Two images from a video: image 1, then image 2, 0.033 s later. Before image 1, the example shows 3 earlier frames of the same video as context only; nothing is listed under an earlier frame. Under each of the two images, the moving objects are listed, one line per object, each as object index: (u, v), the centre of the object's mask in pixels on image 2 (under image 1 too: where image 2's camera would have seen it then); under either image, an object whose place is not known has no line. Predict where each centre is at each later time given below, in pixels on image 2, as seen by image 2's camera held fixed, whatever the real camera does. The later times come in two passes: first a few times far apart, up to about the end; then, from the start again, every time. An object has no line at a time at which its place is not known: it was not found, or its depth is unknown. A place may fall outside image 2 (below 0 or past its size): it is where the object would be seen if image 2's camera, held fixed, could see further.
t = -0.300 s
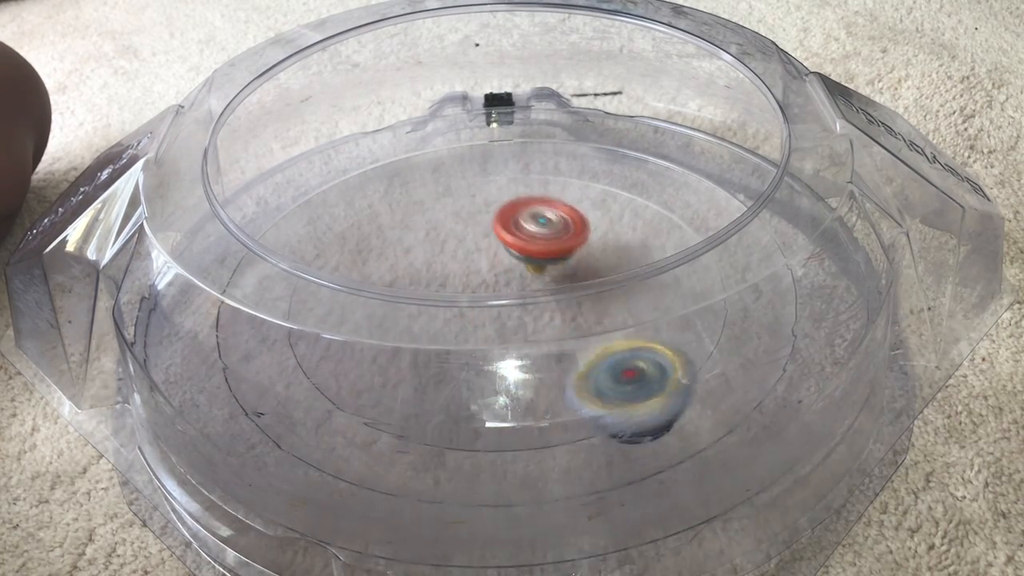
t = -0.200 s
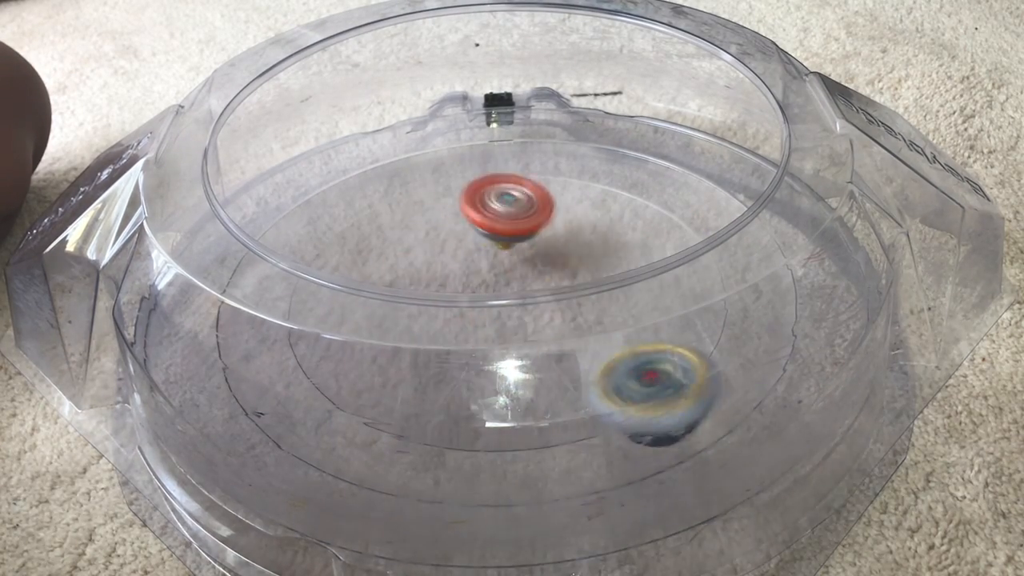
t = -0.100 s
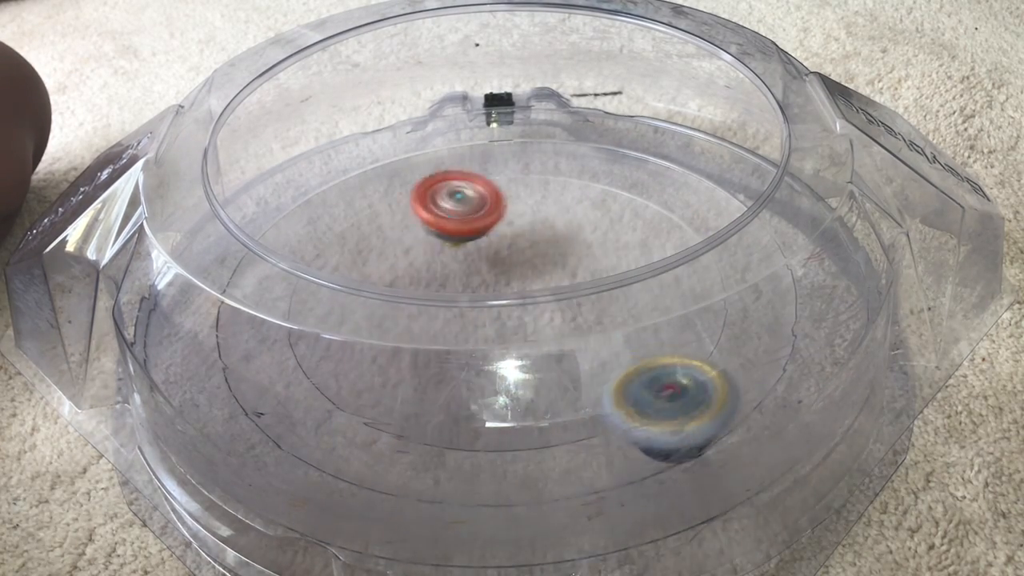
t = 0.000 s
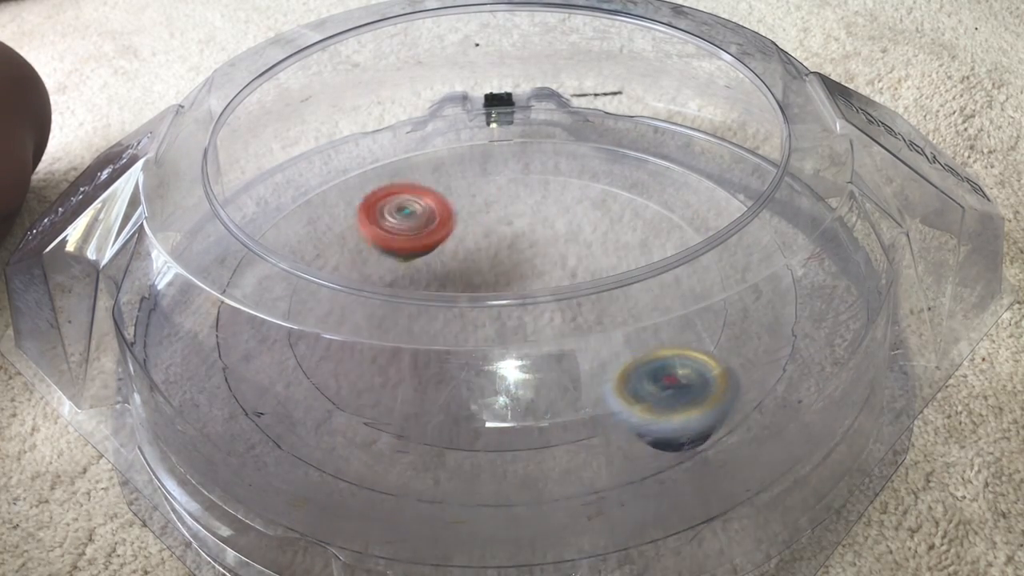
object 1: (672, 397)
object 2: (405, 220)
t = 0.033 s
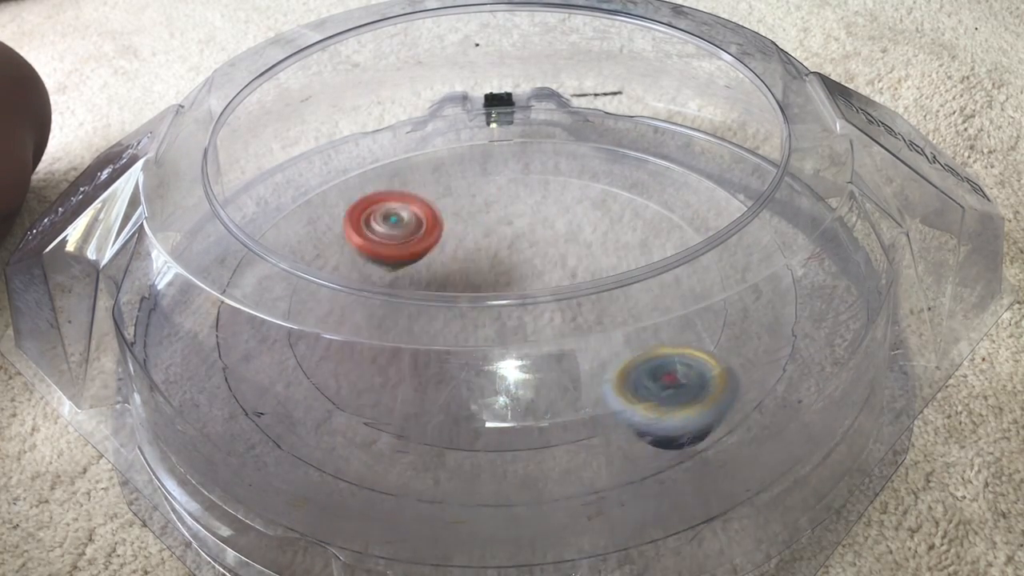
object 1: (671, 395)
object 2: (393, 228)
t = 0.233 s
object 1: (634, 408)
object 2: (434, 306)
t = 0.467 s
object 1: (554, 413)
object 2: (577, 276)
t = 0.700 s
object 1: (486, 403)
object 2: (533, 225)
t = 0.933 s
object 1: (525, 336)
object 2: (475, 271)
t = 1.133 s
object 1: (644, 310)
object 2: (418, 185)
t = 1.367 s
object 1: (531, 248)
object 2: (370, 217)
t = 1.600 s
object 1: (472, 286)
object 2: (322, 272)
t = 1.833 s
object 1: (540, 304)
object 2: (449, 339)
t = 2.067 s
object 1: (504, 230)
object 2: (562, 299)
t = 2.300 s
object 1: (438, 268)
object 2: (539, 242)
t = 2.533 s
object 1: (521, 330)
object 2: (475, 255)
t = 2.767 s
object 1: (629, 270)
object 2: (467, 282)
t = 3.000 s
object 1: (539, 231)
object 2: (521, 294)
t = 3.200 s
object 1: (429, 268)
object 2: (548, 286)
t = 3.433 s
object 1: (501, 352)
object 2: (518, 265)
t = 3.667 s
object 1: (605, 276)
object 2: (476, 284)
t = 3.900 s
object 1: (489, 218)
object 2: (499, 307)
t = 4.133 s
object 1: (381, 274)
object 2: (531, 284)
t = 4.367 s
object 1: (510, 341)
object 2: (497, 263)
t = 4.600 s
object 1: (626, 259)
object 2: (473, 272)
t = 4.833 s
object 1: (527, 202)
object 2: (512, 291)
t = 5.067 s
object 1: (413, 265)
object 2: (533, 265)
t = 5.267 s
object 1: (457, 350)
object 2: (508, 263)
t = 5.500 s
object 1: (615, 321)
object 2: (493, 288)
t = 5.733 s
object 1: (570, 232)
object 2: (526, 293)
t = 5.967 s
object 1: (424, 230)
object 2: (530, 279)
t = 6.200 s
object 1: (395, 327)
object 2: (490, 270)
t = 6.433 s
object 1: (549, 342)
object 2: (490, 285)
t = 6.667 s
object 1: (614, 248)
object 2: (515, 280)
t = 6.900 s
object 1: (519, 205)
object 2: (499, 268)
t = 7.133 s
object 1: (407, 251)
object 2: (498, 294)
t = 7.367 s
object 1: (450, 337)
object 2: (544, 291)
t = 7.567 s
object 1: (552, 331)
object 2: (556, 255)
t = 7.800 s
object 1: (528, 289)
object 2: (514, 219)
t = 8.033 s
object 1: (444, 312)
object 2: (467, 229)
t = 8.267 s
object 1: (487, 337)
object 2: (473, 263)
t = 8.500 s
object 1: (571, 350)
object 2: (524, 248)
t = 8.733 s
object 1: (549, 313)
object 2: (540, 241)
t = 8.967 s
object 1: (456, 312)
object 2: (532, 212)
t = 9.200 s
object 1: (420, 282)
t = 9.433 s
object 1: (398, 263)
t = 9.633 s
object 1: (431, 266)
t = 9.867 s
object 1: (503, 253)
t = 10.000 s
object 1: (524, 264)
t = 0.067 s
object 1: (668, 396)
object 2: (385, 237)
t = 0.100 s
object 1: (664, 398)
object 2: (384, 249)
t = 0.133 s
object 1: (658, 400)
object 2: (390, 259)
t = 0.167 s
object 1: (652, 402)
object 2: (401, 266)
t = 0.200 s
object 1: (643, 405)
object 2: (414, 289)
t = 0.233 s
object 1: (634, 408)
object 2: (434, 306)
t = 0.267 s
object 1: (624, 409)
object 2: (456, 309)
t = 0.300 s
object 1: (611, 411)
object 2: (480, 310)
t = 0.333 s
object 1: (602, 412)
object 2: (504, 312)
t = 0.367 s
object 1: (591, 413)
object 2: (529, 307)
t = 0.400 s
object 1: (580, 413)
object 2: (552, 301)
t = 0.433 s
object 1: (570, 414)
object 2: (566, 286)
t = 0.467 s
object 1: (554, 413)
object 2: (577, 276)
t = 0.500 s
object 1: (544, 413)
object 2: (582, 264)
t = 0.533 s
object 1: (532, 412)
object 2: (581, 250)
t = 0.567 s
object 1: (524, 412)
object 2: (577, 243)
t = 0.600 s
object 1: (514, 411)
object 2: (570, 234)
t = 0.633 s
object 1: (504, 409)
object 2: (558, 228)
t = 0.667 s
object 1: (496, 407)
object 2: (545, 225)
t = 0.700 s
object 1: (486, 403)
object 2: (533, 225)
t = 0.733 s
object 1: (480, 400)
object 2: (519, 227)
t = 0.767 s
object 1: (480, 395)
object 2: (507, 234)
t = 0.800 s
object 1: (484, 386)
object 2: (496, 242)
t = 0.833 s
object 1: (492, 375)
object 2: (487, 252)
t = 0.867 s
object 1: (503, 363)
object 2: (480, 261)
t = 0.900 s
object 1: (513, 349)
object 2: (477, 266)
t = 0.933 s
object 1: (525, 336)
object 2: (475, 271)
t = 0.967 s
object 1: (553, 339)
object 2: (461, 259)
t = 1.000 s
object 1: (582, 338)
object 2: (448, 235)
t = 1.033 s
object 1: (609, 334)
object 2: (438, 215)
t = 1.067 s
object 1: (628, 327)
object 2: (431, 200)
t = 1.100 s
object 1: (638, 319)
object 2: (424, 190)
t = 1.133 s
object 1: (644, 310)
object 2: (418, 185)
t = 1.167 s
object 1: (647, 301)
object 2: (412, 184)
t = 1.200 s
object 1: (634, 283)
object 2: (404, 186)
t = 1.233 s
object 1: (620, 268)
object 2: (397, 189)
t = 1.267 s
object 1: (600, 253)
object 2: (389, 194)
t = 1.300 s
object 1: (581, 251)
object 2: (382, 200)
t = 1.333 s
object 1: (557, 249)
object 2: (376, 208)
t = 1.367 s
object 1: (531, 248)
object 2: (370, 217)
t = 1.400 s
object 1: (508, 247)
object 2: (369, 225)
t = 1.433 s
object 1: (483, 250)
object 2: (369, 236)
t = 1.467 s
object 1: (473, 254)
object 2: (359, 242)
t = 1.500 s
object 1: (473, 260)
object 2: (340, 245)
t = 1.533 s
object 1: (472, 266)
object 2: (330, 248)
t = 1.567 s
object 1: (473, 271)
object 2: (323, 263)
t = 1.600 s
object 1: (472, 286)
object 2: (322, 272)
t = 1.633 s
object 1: (474, 294)
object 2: (326, 290)
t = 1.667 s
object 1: (480, 310)
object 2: (337, 302)
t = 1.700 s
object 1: (488, 309)
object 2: (353, 321)
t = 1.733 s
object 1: (501, 313)
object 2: (373, 329)
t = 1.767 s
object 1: (514, 310)
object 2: (398, 334)
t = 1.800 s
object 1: (527, 306)
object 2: (424, 338)
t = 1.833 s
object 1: (540, 304)
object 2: (449, 339)
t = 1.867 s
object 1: (550, 281)
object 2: (468, 338)
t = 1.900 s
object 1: (554, 263)
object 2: (490, 337)
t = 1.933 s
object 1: (553, 255)
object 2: (510, 333)
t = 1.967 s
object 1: (547, 246)
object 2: (527, 329)
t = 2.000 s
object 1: (536, 238)
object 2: (542, 324)
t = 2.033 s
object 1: (519, 232)
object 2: (553, 307)
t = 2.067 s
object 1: (504, 230)
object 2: (562, 299)
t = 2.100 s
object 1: (487, 230)
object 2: (566, 284)
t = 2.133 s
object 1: (472, 234)
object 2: (566, 274)
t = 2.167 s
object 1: (459, 239)
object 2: (563, 260)
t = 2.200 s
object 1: (447, 246)
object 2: (560, 255)
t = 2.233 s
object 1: (441, 255)
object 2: (555, 251)
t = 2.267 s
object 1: (438, 262)
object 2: (547, 247)
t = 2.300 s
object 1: (438, 268)
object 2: (539, 242)
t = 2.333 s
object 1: (440, 286)
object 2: (529, 240)
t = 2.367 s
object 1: (446, 310)
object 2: (520, 239)
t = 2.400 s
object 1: (456, 309)
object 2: (509, 239)
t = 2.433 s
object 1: (471, 320)
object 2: (500, 241)
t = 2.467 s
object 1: (490, 330)
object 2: (490, 244)
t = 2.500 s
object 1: (507, 330)
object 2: (482, 249)
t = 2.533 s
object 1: (521, 330)
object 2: (475, 255)
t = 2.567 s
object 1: (538, 321)
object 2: (472, 261)
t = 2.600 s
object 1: (551, 317)
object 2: (470, 265)
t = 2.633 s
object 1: (567, 313)
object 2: (466, 267)
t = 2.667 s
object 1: (588, 306)
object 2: (462, 268)
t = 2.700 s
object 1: (605, 295)
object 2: (461, 269)
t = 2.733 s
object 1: (620, 286)
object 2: (463, 271)
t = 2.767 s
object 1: (629, 270)
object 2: (467, 282)
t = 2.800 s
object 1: (632, 258)
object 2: (472, 287)
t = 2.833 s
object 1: (628, 243)
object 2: (478, 292)
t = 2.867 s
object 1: (620, 238)
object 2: (486, 294)
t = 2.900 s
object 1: (605, 234)
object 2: (495, 295)
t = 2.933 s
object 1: (585, 232)
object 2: (504, 294)
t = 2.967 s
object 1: (563, 232)
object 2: (514, 294)
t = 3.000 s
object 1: (539, 231)
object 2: (521, 294)
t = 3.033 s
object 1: (517, 232)
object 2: (527, 306)
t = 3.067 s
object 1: (492, 236)
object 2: (531, 305)
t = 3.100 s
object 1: (474, 244)
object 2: (536, 304)
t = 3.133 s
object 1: (455, 253)
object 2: (541, 291)
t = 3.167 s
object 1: (440, 261)
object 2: (545, 290)
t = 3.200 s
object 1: (429, 268)
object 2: (548, 286)
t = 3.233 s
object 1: (423, 289)
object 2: (548, 282)
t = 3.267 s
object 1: (419, 306)
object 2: (547, 277)
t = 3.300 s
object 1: (423, 330)
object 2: (543, 268)
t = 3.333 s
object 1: (434, 337)
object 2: (539, 267)
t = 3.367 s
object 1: (448, 344)
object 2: (534, 265)
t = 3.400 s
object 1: (472, 349)
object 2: (527, 265)
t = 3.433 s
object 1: (501, 352)
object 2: (518, 265)
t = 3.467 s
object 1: (526, 352)
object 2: (511, 265)
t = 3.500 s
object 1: (548, 346)
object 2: (503, 266)
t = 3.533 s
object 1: (571, 337)
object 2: (495, 267)
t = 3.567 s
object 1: (589, 326)
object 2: (489, 269)
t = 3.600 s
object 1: (604, 317)
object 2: (483, 271)
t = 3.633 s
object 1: (609, 293)
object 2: (479, 273)
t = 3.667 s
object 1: (605, 276)
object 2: (476, 284)
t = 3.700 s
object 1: (597, 255)
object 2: (474, 290)
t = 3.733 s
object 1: (587, 248)
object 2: (474, 294)
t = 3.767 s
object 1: (571, 240)
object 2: (477, 294)
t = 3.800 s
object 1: (554, 232)
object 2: (478, 306)
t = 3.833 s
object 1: (533, 225)
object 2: (486, 308)
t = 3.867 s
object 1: (511, 221)
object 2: (493, 308)
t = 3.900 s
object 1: (489, 218)
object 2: (499, 307)
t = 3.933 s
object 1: (467, 219)
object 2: (507, 305)
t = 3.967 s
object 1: (445, 223)
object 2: (513, 305)
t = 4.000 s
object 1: (423, 228)
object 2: (519, 302)
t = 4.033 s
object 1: (405, 237)
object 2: (525, 297)
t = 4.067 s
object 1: (391, 248)
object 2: (529, 293)
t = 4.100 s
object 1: (384, 256)
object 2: (530, 289)
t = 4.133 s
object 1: (381, 274)
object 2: (531, 284)
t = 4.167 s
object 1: (386, 288)
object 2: (528, 280)
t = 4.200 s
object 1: (391, 308)
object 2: (525, 276)
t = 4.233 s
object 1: (407, 330)
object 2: (520, 267)
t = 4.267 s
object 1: (429, 337)
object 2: (515, 265)
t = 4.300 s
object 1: (453, 341)
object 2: (508, 264)
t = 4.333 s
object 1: (481, 341)
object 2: (503, 263)
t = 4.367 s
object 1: (510, 341)
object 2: (497, 263)
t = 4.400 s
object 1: (533, 340)
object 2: (490, 263)
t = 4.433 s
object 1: (558, 333)
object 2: (485, 264)
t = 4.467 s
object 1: (583, 323)
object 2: (481, 265)
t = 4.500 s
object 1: (603, 314)
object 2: (476, 267)
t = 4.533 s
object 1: (615, 291)
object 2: (474, 268)
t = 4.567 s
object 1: (623, 273)
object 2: (473, 270)
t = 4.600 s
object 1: (626, 259)
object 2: (473, 272)
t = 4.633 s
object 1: (623, 241)
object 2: (475, 283)
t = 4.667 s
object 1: (617, 231)
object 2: (479, 287)
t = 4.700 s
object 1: (606, 220)
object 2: (484, 291)
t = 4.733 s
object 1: (590, 210)
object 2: (490, 293)
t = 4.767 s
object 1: (571, 204)
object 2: (498, 293)
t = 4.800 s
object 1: (551, 201)
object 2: (505, 293)
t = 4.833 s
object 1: (527, 202)
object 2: (512, 291)
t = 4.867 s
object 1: (504, 205)
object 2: (519, 289)
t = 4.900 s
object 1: (483, 211)
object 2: (526, 285)
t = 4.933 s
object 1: (463, 220)
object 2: (530, 281)
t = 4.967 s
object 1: (446, 231)
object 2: (532, 278)
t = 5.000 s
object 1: (431, 244)
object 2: (533, 268)
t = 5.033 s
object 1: (421, 255)
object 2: (534, 267)
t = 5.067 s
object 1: (413, 265)
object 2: (533, 265)
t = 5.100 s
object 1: (408, 284)
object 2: (530, 263)
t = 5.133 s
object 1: (410, 304)
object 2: (528, 262)
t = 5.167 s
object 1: (414, 319)
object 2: (524, 262)
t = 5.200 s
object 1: (423, 334)
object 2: (518, 262)
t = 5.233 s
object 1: (437, 343)
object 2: (513, 262)
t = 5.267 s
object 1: (457, 350)
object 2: (508, 263)
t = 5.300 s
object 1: (479, 353)
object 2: (503, 264)
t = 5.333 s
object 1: (506, 356)
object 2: (498, 266)
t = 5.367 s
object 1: (530, 356)
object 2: (495, 268)
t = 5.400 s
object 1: (555, 350)
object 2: (493, 270)
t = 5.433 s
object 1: (581, 341)
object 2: (492, 272)
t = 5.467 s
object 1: (601, 331)
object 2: (492, 284)
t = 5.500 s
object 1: (615, 321)
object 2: (493, 288)
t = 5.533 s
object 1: (626, 311)
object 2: (496, 293)
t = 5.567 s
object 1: (626, 287)
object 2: (501, 293)
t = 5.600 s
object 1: (621, 273)
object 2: (504, 294)
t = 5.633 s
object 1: (613, 262)
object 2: (510, 305)
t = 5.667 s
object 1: (600, 247)
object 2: (517, 305)
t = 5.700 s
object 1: (587, 241)
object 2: (522, 294)
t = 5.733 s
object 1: (570, 232)
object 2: (526, 293)
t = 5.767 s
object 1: (550, 225)
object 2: (530, 291)
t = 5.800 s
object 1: (529, 221)
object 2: (534, 293)
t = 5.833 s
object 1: (509, 220)
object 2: (535, 291)
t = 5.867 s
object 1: (486, 219)
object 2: (535, 288)
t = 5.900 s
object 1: (464, 221)
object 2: (534, 285)
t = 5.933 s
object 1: (443, 224)
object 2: (533, 282)
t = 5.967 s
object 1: (424, 230)
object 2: (530, 279)
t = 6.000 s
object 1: (407, 238)
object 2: (525, 276)
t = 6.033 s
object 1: (393, 247)
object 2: (518, 269)
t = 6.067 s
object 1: (384, 256)
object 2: (512, 268)
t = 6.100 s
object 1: (380, 271)
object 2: (506, 269)
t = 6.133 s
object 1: (378, 286)
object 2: (500, 269)
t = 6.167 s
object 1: (386, 303)
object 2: (494, 270)
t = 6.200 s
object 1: (395, 327)
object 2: (490, 270)
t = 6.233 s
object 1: (414, 334)
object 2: (487, 272)
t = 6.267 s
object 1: (432, 340)
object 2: (487, 273)
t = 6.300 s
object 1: (452, 345)
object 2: (487, 274)
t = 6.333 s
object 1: (474, 348)
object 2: (488, 275)
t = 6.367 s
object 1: (501, 349)
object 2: (489, 276)
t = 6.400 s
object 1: (524, 349)
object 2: (491, 276)
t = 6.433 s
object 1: (549, 342)
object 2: (490, 285)
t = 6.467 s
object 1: (570, 335)
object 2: (494, 289)
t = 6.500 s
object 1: (589, 325)
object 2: (499, 291)
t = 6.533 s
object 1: (607, 317)
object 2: (504, 292)
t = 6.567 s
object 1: (616, 298)
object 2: (508, 289)
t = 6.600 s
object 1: (621, 289)
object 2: (512, 287)
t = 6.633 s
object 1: (619, 267)
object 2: (515, 283)
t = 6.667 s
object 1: (614, 248)
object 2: (515, 280)
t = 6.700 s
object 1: (611, 240)
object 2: (514, 271)
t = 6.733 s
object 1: (601, 232)
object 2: (513, 270)
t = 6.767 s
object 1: (590, 223)
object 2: (511, 269)
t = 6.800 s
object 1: (575, 216)
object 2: (509, 268)
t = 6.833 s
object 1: (557, 210)
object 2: (506, 267)
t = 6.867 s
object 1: (537, 206)
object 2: (503, 267)
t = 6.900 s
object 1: (519, 205)
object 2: (499, 268)
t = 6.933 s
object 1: (498, 205)
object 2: (496, 269)
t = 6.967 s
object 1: (478, 209)
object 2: (493, 270)
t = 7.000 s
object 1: (460, 215)
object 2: (490, 272)
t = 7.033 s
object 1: (444, 223)
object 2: (489, 274)
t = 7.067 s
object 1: (429, 232)
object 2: (491, 284)
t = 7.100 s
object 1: (417, 241)
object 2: (494, 290)
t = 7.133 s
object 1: (407, 251)
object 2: (498, 294)
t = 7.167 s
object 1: (402, 260)
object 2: (502, 294)
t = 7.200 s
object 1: (402, 274)
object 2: (508, 295)
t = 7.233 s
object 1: (406, 290)
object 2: (514, 294)
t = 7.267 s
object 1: (413, 306)
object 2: (521, 298)
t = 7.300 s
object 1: (420, 317)
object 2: (532, 297)
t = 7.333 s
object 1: (431, 333)
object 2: (539, 294)
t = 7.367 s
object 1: (450, 337)
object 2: (544, 291)
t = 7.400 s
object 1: (468, 340)
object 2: (549, 287)
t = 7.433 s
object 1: (483, 340)
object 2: (555, 281)
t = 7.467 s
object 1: (506, 341)
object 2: (558, 273)
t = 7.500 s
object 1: (526, 339)
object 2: (555, 264)
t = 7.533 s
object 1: (542, 335)
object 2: (556, 260)
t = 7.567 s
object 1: (552, 331)
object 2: (556, 255)
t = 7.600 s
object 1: (562, 326)
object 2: (553, 248)
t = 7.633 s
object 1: (567, 321)
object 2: (548, 241)
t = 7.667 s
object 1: (567, 310)
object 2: (542, 233)
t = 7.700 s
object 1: (563, 303)
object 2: (536, 228)
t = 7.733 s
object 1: (556, 302)
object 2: (528, 224)
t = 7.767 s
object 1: (545, 289)
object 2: (521, 221)
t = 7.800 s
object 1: (528, 289)
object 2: (514, 219)
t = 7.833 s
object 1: (512, 289)
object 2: (507, 216)
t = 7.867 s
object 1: (495, 292)
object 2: (499, 215)
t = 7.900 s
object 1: (479, 294)
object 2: (492, 215)
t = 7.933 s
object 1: (468, 294)
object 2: (484, 216)
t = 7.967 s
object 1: (457, 309)
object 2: (478, 219)
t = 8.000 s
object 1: (449, 310)
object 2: (472, 223)
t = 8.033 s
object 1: (444, 312)
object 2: (467, 229)
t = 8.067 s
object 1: (441, 320)
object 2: (463, 236)
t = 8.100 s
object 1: (442, 330)
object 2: (460, 243)
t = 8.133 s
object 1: (449, 332)
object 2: (457, 250)
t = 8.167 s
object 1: (455, 334)
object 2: (458, 254)
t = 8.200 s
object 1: (465, 336)
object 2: (463, 256)
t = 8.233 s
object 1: (474, 337)
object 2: (468, 260)
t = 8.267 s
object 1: (487, 337)
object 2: (473, 263)
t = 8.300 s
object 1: (506, 338)
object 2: (479, 266)
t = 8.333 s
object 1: (516, 339)
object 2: (487, 265)
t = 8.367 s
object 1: (529, 345)
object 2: (499, 259)
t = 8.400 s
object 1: (538, 349)
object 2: (510, 254)
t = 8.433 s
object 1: (550, 351)
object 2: (517, 251)
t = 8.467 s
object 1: (559, 352)
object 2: (521, 249)
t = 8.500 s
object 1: (571, 350)
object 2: (524, 248)
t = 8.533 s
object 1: (575, 345)
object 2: (527, 248)
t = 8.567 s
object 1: (578, 339)
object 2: (531, 247)
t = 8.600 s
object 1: (576, 335)
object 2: (534, 247)
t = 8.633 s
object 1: (576, 329)
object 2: (537, 248)
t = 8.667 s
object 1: (571, 324)
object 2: (538, 248)
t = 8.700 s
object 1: (560, 322)
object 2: (540, 244)
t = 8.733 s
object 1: (549, 313)
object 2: (540, 241)
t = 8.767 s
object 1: (540, 311)
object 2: (542, 238)
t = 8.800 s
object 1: (521, 314)
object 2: (543, 228)
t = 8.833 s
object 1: (503, 322)
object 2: (541, 220)
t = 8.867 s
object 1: (489, 316)
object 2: (540, 216)
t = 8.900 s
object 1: (477, 317)
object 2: (537, 214)
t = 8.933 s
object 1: (466, 314)
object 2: (535, 212)
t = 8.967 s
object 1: (456, 312)
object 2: (532, 212)
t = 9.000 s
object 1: (448, 309)
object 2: (529, 214)
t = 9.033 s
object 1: (441, 306)
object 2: (526, 216)
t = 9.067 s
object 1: (434, 306)
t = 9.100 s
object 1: (430, 292)
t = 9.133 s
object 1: (426, 291)
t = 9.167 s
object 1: (423, 285)
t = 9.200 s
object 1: (420, 282)
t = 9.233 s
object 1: (412, 279)
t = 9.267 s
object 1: (408, 276)
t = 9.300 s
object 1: (407, 267)
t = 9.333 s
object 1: (407, 266)
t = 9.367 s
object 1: (405, 266)
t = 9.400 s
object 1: (401, 265)
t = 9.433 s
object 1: (398, 263)
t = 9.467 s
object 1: (396, 262)
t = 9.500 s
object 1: (397, 262)
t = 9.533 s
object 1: (400, 262)
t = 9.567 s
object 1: (407, 263)
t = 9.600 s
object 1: (418, 265)
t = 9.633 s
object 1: (431, 266)
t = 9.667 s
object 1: (444, 263)
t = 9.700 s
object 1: (455, 257)
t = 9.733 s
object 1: (469, 253)
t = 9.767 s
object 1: (479, 250)
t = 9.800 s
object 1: (490, 250)
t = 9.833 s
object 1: (497, 251)
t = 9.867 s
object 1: (503, 253)
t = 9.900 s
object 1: (508, 256)
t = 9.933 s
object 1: (512, 259)
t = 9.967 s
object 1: (517, 261)
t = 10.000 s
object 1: (524, 264)
